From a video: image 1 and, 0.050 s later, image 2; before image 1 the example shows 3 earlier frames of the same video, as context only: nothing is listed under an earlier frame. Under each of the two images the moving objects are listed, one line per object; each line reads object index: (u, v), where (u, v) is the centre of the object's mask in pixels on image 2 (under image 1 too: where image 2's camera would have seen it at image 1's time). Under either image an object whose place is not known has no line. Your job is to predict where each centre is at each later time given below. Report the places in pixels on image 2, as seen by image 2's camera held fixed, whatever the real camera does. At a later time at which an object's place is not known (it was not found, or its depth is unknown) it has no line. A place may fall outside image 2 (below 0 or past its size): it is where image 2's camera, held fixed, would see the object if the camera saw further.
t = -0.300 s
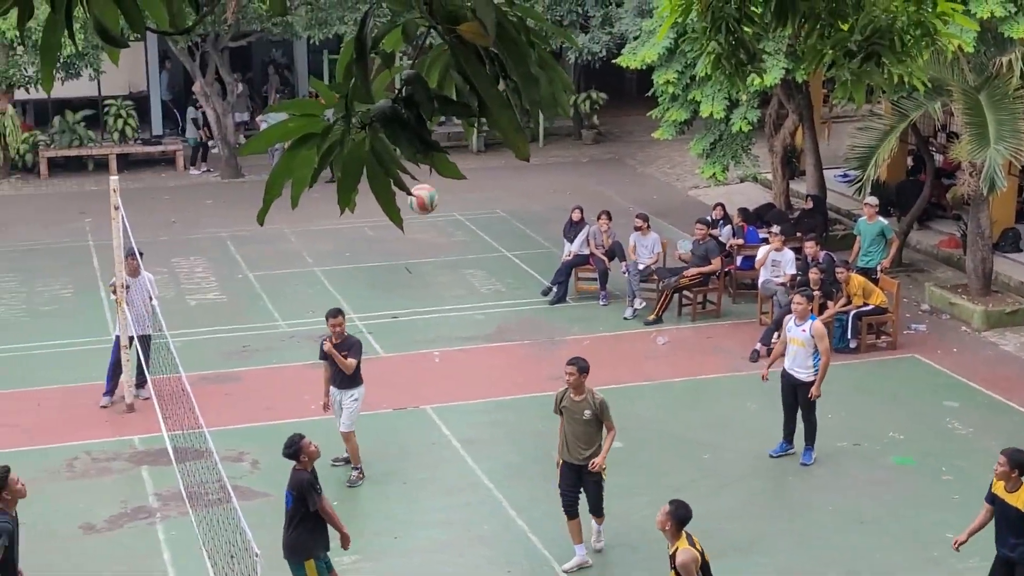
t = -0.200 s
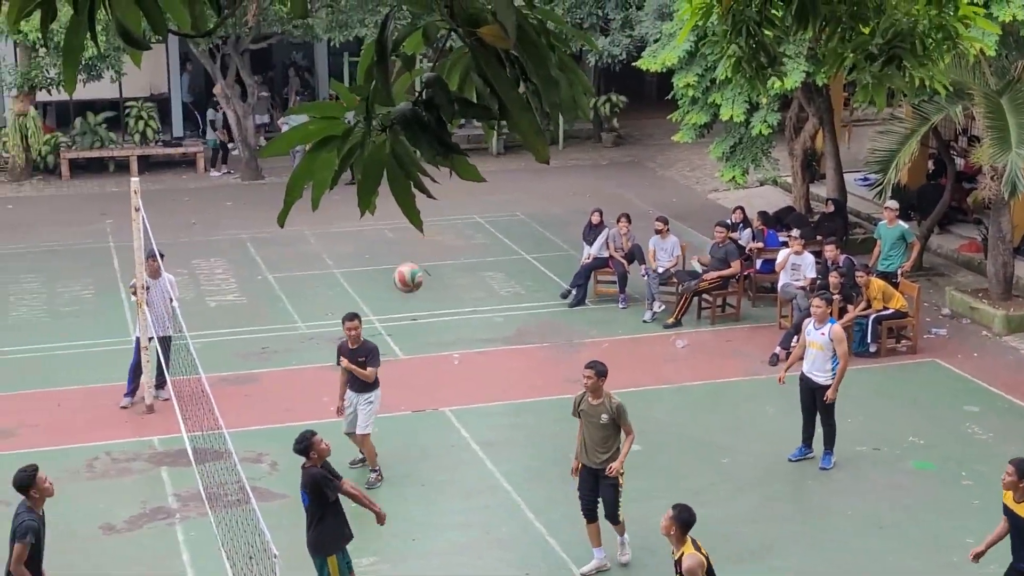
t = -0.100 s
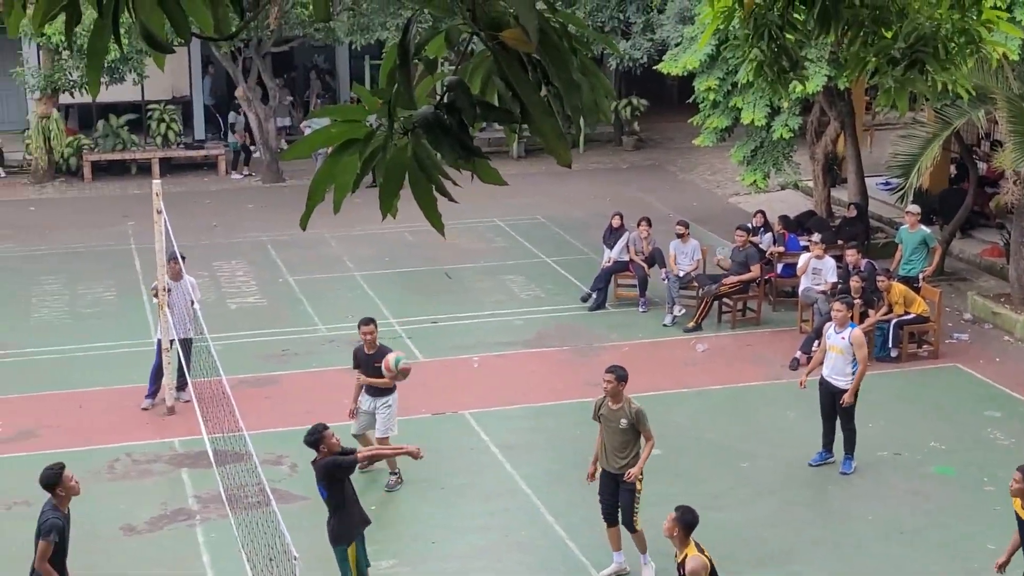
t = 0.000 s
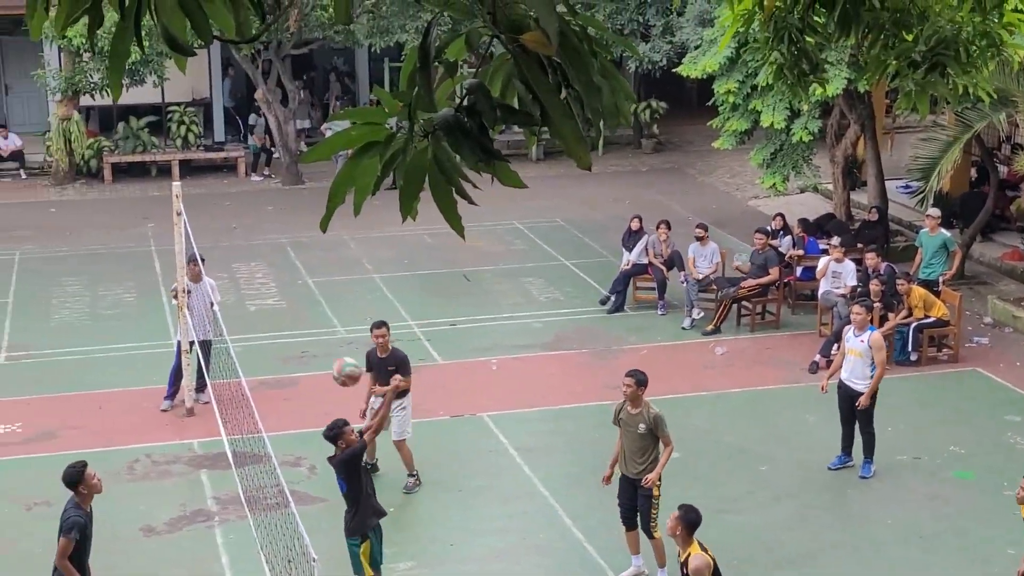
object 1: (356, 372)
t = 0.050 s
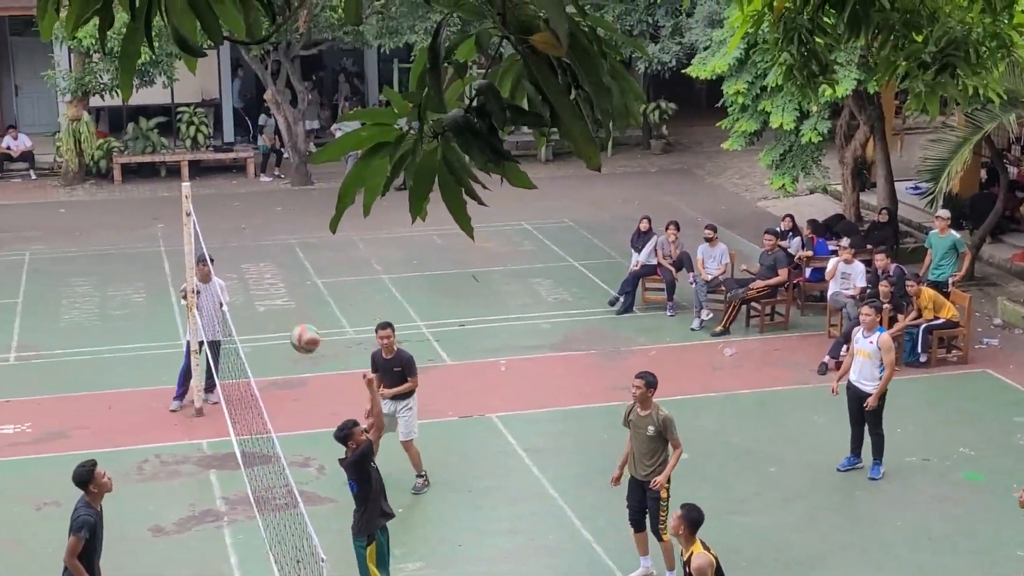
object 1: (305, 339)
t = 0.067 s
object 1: (288, 328)
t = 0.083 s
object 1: (271, 318)
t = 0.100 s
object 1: (254, 308)
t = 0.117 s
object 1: (237, 298)
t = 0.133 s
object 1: (219, 289)
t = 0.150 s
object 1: (202, 280)
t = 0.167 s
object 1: (185, 272)
